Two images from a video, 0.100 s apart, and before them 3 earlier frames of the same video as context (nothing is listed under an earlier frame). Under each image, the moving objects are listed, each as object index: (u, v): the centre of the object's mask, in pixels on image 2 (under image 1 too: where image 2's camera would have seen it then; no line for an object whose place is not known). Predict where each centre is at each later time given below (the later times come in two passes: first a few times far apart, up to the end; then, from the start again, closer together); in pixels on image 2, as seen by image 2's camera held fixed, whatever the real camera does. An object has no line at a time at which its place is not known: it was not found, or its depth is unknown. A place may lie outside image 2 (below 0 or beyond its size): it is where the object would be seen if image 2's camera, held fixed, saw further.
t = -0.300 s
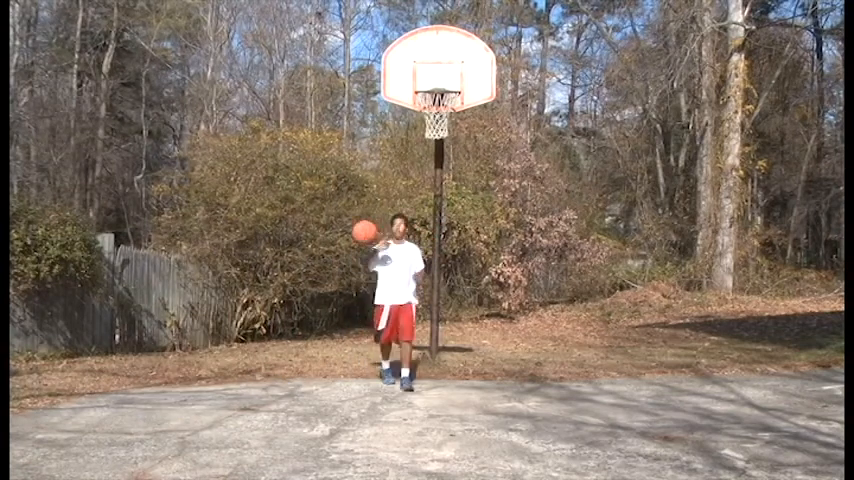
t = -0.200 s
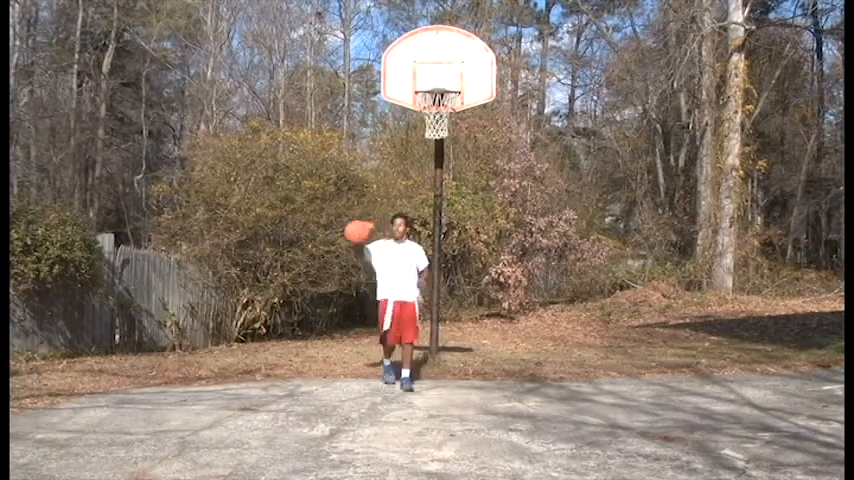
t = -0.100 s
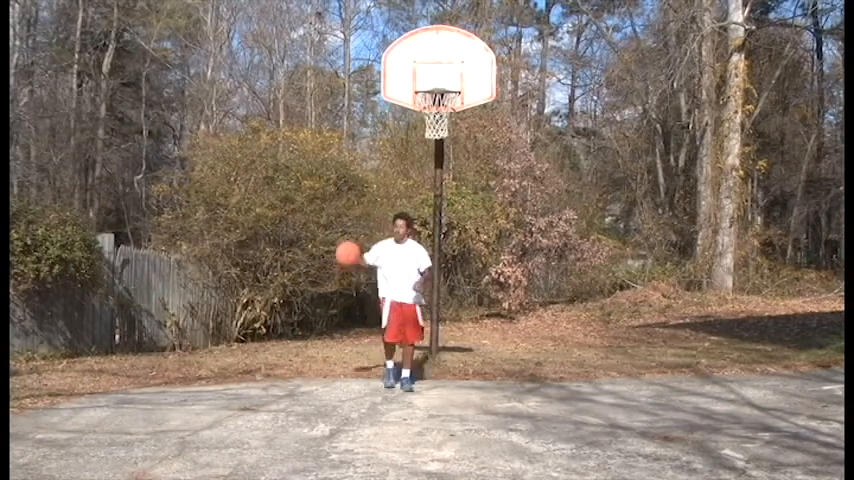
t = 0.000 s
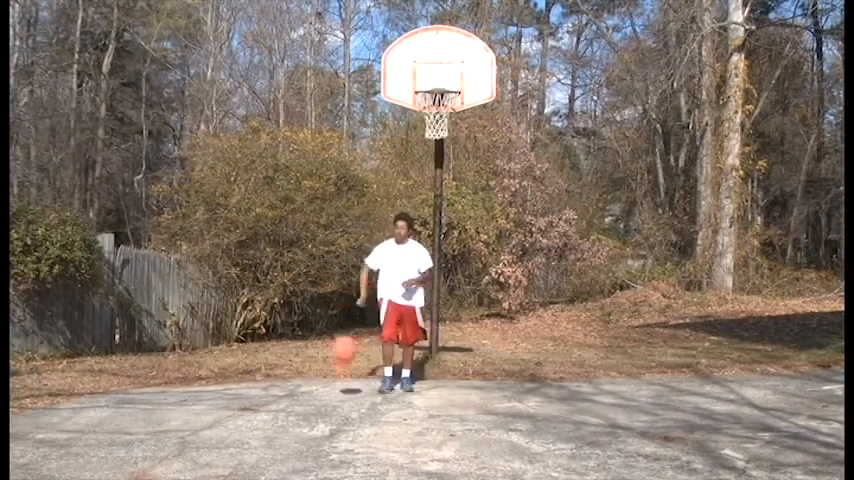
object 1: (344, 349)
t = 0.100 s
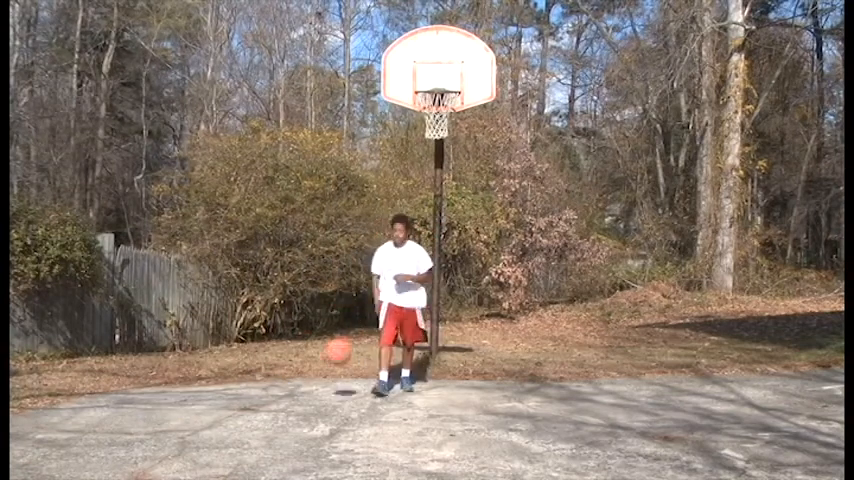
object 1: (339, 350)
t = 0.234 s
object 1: (326, 264)
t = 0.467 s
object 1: (304, 155)
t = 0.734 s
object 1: (275, 105)
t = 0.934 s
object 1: (253, 117)
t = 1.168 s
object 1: (224, 191)
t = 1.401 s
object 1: (196, 324)
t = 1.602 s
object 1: (177, 334)
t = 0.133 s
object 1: (335, 327)
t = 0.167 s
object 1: (332, 306)
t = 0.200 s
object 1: (329, 285)
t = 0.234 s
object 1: (326, 264)
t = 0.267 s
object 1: (323, 245)
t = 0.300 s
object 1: (321, 227)
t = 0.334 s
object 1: (318, 210)
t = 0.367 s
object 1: (315, 195)
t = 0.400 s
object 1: (311, 181)
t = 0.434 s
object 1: (309, 167)
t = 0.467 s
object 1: (304, 155)
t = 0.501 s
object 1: (301, 146)
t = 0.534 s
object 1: (297, 137)
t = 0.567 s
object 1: (293, 128)
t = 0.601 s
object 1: (290, 121)
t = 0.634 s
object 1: (287, 115)
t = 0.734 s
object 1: (275, 105)
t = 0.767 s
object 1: (272, 104)
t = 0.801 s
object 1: (268, 104)
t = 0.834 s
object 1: (264, 106)
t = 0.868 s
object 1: (260, 109)
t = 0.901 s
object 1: (256, 112)
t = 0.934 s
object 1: (253, 117)
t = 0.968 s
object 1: (249, 124)
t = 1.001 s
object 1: (245, 131)
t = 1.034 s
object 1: (240, 141)
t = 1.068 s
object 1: (236, 151)
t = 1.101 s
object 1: (233, 162)
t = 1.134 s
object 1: (228, 176)
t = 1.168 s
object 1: (224, 191)
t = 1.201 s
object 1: (220, 205)
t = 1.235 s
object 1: (216, 222)
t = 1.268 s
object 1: (211, 239)
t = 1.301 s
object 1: (208, 258)
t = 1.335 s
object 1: (204, 278)
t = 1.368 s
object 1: (201, 300)
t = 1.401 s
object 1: (196, 324)
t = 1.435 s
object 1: (190, 350)
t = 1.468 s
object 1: (187, 376)
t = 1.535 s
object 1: (181, 369)
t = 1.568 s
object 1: (179, 352)
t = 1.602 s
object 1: (177, 334)
